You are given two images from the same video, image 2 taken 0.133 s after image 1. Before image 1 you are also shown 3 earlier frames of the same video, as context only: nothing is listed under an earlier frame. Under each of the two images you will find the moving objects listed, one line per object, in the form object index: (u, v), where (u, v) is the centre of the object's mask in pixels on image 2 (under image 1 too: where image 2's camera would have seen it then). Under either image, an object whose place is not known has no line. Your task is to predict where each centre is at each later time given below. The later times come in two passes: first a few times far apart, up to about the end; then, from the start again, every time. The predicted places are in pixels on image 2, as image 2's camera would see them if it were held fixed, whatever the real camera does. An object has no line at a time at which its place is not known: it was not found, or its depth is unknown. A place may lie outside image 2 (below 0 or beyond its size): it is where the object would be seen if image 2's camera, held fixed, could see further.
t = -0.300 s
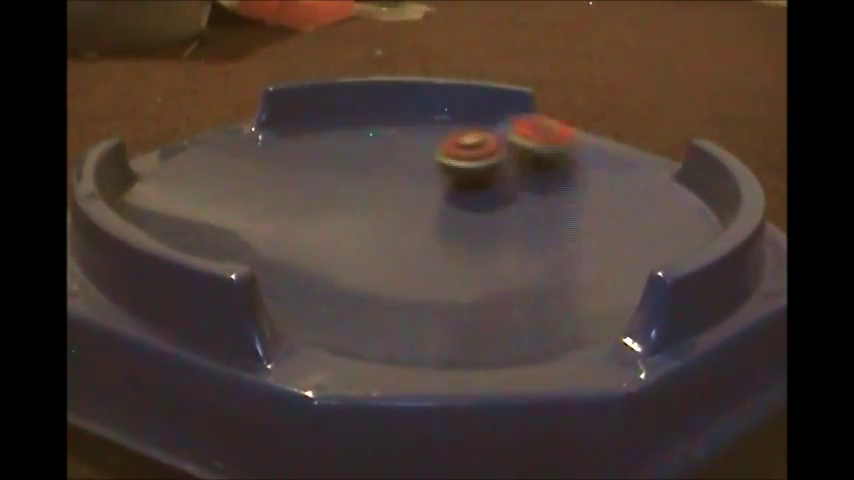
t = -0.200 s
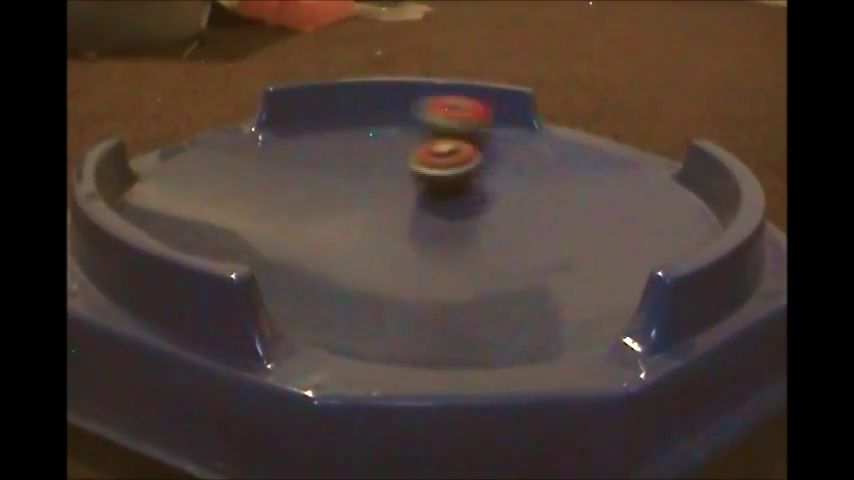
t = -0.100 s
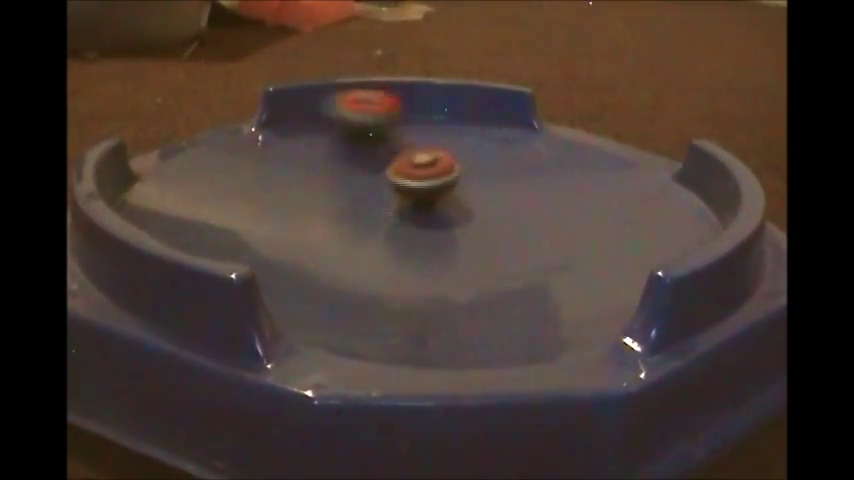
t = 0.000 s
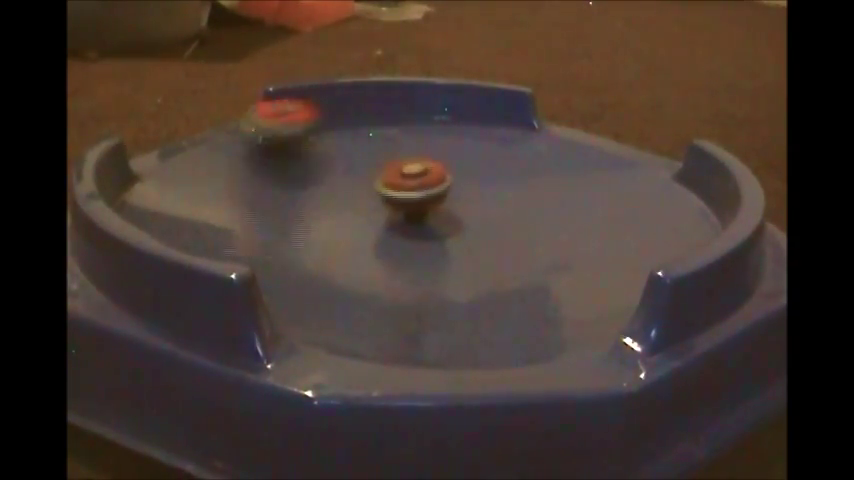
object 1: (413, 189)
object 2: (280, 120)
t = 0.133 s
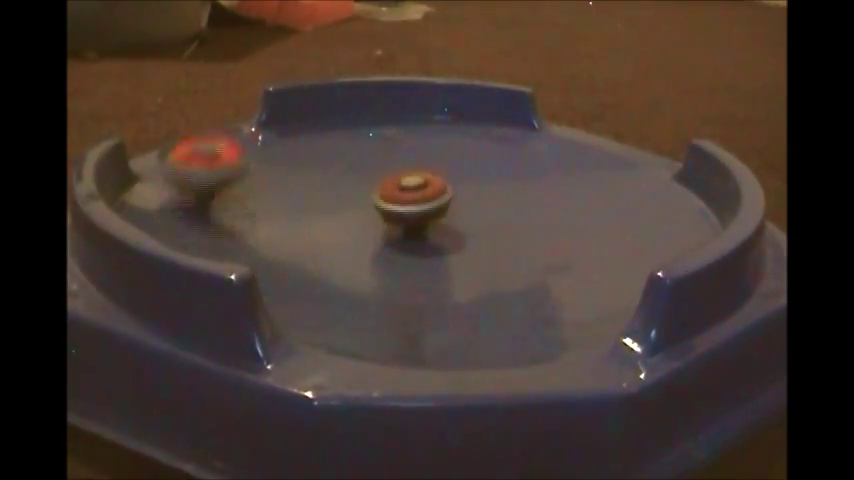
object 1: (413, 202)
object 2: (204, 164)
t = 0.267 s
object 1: (414, 216)
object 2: (237, 229)
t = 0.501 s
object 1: (422, 247)
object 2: (559, 270)
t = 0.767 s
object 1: (476, 268)
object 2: (629, 156)
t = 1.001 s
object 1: (529, 260)
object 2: (431, 124)
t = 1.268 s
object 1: (533, 242)
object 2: (245, 190)
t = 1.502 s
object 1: (492, 232)
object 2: (376, 283)
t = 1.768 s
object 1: (436, 229)
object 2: (674, 218)
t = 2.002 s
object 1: (396, 225)
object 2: (559, 150)
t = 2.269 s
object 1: (366, 221)
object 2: (319, 154)
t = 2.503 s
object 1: (355, 219)
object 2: (220, 221)
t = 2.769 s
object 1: (359, 211)
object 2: (626, 199)
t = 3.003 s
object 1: (412, 208)
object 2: (277, 149)
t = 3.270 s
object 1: (483, 206)
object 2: (569, 261)
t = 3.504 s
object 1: (506, 205)
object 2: (426, 129)
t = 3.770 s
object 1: (498, 216)
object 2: (393, 275)
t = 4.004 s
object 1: (472, 239)
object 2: (583, 148)
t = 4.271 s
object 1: (442, 253)
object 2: (262, 227)
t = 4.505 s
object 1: (414, 251)
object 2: (634, 217)
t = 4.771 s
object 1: (403, 237)
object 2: (279, 174)
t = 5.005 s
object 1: (420, 220)
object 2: (523, 273)
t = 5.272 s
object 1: (461, 208)
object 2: (390, 146)
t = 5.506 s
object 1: (493, 204)
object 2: (347, 262)
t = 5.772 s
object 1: (501, 208)
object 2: (542, 152)
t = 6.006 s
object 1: (488, 223)
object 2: (280, 213)
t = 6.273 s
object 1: (447, 242)
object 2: (621, 212)
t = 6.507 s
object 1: (419, 246)
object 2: (338, 169)
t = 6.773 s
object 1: (401, 240)
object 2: (516, 270)
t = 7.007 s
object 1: (414, 229)
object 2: (444, 156)
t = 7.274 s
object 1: (455, 221)
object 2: (354, 263)
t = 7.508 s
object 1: (494, 218)
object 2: (547, 168)
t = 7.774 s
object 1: (513, 217)
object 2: (306, 225)
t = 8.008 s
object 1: (499, 225)
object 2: (606, 216)
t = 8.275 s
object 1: (456, 237)
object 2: (317, 190)
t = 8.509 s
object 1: (417, 239)
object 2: (509, 270)
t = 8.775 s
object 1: (400, 233)
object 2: (400, 160)
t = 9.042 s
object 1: (424, 214)
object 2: (417, 269)
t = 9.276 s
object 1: (463, 220)
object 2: (519, 166)
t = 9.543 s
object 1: (505, 218)
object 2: (317, 232)
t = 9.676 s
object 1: (514, 210)
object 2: (509, 269)
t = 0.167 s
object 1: (413, 205)
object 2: (200, 179)
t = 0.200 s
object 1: (413, 208)
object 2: (201, 195)
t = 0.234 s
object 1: (414, 212)
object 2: (215, 211)
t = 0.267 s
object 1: (414, 216)
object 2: (237, 229)
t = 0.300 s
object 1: (415, 219)
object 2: (266, 244)
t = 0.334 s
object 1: (416, 223)
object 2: (299, 257)
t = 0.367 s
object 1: (418, 223)
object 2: (352, 272)
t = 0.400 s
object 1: (419, 223)
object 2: (406, 279)
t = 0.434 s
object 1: (417, 230)
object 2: (457, 284)
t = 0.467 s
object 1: (420, 241)
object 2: (511, 279)
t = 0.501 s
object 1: (422, 247)
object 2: (559, 270)
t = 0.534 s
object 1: (425, 253)
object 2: (595, 258)
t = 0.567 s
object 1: (428, 255)
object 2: (628, 239)
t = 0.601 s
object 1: (433, 258)
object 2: (652, 226)
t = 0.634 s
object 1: (438, 261)
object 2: (664, 206)
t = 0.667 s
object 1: (445, 263)
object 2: (668, 189)
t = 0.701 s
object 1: (453, 265)
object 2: (662, 178)
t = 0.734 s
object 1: (464, 267)
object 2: (646, 165)
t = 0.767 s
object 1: (476, 268)
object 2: (629, 156)
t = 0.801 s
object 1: (485, 267)
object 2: (606, 142)
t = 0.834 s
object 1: (493, 266)
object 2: (580, 133)
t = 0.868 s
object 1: (502, 266)
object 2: (553, 127)
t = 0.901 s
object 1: (510, 265)
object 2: (522, 124)
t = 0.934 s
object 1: (516, 263)
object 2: (493, 123)
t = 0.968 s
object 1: (523, 261)
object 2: (461, 123)
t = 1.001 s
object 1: (529, 260)
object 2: (431, 124)
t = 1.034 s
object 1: (533, 258)
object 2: (401, 127)
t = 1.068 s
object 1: (537, 257)
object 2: (370, 132)
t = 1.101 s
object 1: (539, 254)
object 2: (343, 138)
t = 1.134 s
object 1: (540, 252)
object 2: (318, 145)
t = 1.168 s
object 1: (540, 250)
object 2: (294, 154)
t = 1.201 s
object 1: (539, 247)
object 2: (273, 166)
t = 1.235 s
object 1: (536, 244)
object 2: (257, 177)
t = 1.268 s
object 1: (533, 242)
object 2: (245, 190)
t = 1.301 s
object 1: (529, 240)
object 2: (239, 202)
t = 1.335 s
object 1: (523, 238)
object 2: (240, 219)
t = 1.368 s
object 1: (518, 236)
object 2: (252, 231)
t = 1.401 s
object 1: (511, 235)
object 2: (268, 244)
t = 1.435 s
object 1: (505, 234)
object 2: (292, 260)
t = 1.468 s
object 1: (499, 234)
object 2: (329, 269)
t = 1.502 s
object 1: (492, 232)
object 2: (376, 283)
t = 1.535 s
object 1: (485, 227)
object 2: (429, 290)
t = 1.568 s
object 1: (478, 228)
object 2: (484, 299)
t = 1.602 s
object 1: (471, 231)
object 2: (534, 288)
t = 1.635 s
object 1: (464, 231)
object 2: (581, 276)
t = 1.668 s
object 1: (456, 230)
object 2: (613, 263)
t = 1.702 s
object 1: (450, 229)
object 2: (640, 246)
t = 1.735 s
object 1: (443, 229)
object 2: (661, 232)
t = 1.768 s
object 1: (436, 229)
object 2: (674, 218)
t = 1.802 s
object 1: (430, 228)
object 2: (674, 207)
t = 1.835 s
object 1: (424, 228)
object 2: (665, 192)
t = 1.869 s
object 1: (416, 227)
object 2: (652, 181)
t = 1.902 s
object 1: (411, 227)
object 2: (636, 172)
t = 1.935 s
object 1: (406, 227)
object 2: (613, 163)
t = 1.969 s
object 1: (400, 226)
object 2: (587, 155)
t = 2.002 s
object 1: (396, 225)
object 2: (559, 150)
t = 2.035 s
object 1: (392, 225)
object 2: (531, 148)
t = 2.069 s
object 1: (388, 224)
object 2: (499, 147)
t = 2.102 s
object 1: (384, 224)
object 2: (470, 146)
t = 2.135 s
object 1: (380, 224)
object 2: (438, 145)
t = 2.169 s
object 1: (376, 222)
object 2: (408, 146)
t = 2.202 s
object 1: (372, 222)
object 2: (377, 148)
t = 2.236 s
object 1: (369, 222)
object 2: (348, 148)
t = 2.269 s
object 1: (366, 221)
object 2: (319, 154)
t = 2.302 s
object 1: (364, 221)
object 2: (294, 159)
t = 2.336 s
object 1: (362, 220)
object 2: (271, 167)
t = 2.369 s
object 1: (360, 220)
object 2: (249, 180)
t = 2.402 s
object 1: (359, 220)
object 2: (233, 188)
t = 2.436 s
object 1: (358, 218)
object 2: (221, 199)
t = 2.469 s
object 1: (356, 219)
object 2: (218, 208)
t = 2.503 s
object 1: (355, 219)
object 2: (220, 221)
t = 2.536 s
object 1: (354, 218)
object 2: (230, 232)
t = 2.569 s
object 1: (353, 216)
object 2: (281, 259)
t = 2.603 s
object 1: (351, 213)
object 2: (362, 285)
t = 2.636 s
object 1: (350, 214)
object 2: (467, 295)
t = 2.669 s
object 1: (352, 213)
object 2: (564, 283)
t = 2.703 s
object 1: (353, 212)
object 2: (614, 256)
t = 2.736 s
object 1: (356, 211)
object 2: (639, 224)
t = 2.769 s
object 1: (359, 211)
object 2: (626, 199)
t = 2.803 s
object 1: (364, 209)
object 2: (595, 177)
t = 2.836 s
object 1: (370, 209)
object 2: (554, 158)
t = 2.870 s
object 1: (378, 209)
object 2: (500, 147)
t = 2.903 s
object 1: (385, 209)
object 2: (443, 142)
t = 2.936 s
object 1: (393, 209)
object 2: (385, 137)
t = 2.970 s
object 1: (403, 208)
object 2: (327, 139)
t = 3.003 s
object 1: (412, 208)
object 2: (277, 149)
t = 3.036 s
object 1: (421, 207)
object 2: (234, 166)
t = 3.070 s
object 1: (430, 206)
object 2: (210, 185)
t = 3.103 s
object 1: (440, 206)
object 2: (211, 214)
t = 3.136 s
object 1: (449, 206)
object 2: (246, 237)
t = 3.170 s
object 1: (458, 206)
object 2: (308, 266)
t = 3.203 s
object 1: (467, 206)
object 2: (406, 285)
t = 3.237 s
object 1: (474, 205)
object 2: (499, 287)
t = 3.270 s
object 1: (483, 206)
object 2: (569, 261)
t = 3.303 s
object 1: (489, 206)
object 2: (612, 236)
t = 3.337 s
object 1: (493, 206)
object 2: (621, 209)
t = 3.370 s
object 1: (497, 205)
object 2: (607, 181)
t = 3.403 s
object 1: (499, 206)
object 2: (576, 156)
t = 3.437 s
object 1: (504, 206)
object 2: (533, 145)
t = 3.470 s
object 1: (504, 205)
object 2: (481, 133)
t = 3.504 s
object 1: (506, 205)
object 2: (426, 129)
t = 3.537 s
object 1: (506, 205)
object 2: (374, 132)
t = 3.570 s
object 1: (507, 206)
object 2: (324, 141)
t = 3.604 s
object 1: (507, 206)
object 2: (281, 159)
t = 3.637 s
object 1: (506, 207)
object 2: (252, 182)
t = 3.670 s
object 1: (504, 210)
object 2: (245, 206)
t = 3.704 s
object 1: (502, 211)
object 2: (268, 235)
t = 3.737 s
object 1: (501, 213)
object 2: (313, 257)
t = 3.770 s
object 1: (498, 216)
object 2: (393, 275)
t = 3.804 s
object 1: (496, 214)
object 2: (481, 280)
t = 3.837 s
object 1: (492, 221)
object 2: (561, 266)
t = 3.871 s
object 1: (489, 225)
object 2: (620, 241)
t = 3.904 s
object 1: (485, 229)
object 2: (646, 214)
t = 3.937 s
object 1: (481, 232)
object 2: (643, 186)
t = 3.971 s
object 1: (476, 236)
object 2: (619, 166)
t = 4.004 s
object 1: (472, 239)
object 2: (583, 148)
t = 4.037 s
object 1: (468, 242)
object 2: (534, 142)
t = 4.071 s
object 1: (463, 244)
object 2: (480, 140)
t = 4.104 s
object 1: (460, 247)
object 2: (425, 142)
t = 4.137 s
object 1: (456, 248)
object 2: (372, 149)
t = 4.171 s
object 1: (452, 250)
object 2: (324, 164)
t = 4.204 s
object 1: (449, 251)
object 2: (284, 183)
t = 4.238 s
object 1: (445, 252)
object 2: (262, 204)
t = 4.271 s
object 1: (442, 253)
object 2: (262, 227)
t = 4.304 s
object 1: (438, 253)
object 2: (287, 249)
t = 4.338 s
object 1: (435, 252)
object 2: (346, 274)
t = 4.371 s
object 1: (429, 238)
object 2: (428, 293)
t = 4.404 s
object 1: (424, 252)
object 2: (514, 290)
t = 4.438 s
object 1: (421, 252)
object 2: (584, 272)
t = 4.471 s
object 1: (417, 252)
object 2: (626, 241)
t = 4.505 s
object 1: (414, 251)
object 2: (634, 217)
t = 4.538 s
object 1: (411, 250)
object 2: (616, 193)
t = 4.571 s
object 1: (408, 248)
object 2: (582, 177)
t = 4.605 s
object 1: (407, 248)
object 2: (538, 165)
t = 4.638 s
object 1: (405, 245)
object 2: (486, 156)
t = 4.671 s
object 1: (404, 243)
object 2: (430, 154)
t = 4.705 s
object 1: (403, 241)
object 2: (377, 154)
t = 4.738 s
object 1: (403, 239)
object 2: (325, 162)
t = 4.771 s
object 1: (403, 237)
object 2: (279, 174)
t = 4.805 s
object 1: (404, 235)
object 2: (248, 191)
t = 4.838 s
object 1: (406, 232)
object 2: (235, 210)
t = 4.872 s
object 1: (408, 229)
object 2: (251, 232)
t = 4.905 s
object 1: (411, 227)
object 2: (290, 254)
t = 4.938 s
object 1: (414, 221)
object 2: (360, 274)
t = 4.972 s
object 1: (416, 219)
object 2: (445, 281)
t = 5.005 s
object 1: (420, 220)
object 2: (523, 273)
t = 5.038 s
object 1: (424, 218)
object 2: (574, 255)
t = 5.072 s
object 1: (428, 216)
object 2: (597, 227)
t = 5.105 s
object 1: (434, 214)
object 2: (592, 203)
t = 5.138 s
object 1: (439, 213)
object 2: (569, 180)
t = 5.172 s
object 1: (444, 211)
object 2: (532, 164)
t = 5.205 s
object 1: (450, 210)
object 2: (490, 154)
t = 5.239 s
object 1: (454, 209)
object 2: (440, 148)
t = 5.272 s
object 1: (461, 208)
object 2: (390, 146)
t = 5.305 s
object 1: (467, 208)
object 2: (343, 145)
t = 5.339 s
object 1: (472, 207)
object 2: (301, 155)
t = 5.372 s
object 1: (478, 206)
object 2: (266, 175)
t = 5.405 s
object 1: (482, 205)
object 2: (251, 195)
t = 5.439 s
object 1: (487, 205)
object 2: (257, 221)
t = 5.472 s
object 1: (491, 205)
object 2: (291, 245)
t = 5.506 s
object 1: (493, 204)
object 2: (347, 262)
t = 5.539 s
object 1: (496, 204)
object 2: (426, 274)
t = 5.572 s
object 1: (498, 202)
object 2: (507, 269)
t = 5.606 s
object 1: (499, 203)
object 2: (565, 253)
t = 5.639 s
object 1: (501, 204)
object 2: (604, 233)
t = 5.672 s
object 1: (501, 205)
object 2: (614, 206)
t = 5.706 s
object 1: (501, 205)
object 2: (605, 185)
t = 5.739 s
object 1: (501, 206)
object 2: (580, 165)
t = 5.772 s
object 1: (501, 208)
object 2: (542, 152)
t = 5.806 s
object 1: (499, 210)
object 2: (499, 148)
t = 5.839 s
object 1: (497, 212)
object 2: (449, 147)
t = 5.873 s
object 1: (496, 214)
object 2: (401, 147)
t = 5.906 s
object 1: (495, 215)
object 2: (355, 157)
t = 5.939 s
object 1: (493, 217)
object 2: (317, 170)
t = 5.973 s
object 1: (490, 220)
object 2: (290, 191)
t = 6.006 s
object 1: (488, 223)
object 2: (280, 213)
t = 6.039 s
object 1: (484, 225)
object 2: (293, 236)
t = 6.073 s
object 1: (479, 228)
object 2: (326, 257)
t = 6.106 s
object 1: (475, 230)
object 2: (385, 274)
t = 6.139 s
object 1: (470, 225)
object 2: (466, 287)
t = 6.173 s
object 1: (462, 234)
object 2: (534, 271)
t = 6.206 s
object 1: (458, 238)
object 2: (590, 258)
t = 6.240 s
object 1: (452, 240)
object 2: (620, 235)
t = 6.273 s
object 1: (447, 242)
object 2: (621, 212)
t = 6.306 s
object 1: (443, 243)
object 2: (604, 192)
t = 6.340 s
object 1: (438, 244)
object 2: (572, 176)
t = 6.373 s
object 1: (434, 244)
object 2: (530, 166)
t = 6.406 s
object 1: (431, 245)
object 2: (484, 162)
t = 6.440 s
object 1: (427, 246)
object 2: (431, 159)
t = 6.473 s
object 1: (422, 246)
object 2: (383, 162)
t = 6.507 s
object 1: (419, 246)
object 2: (338, 169)
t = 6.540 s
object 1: (416, 247)
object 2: (298, 186)
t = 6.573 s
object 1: (413, 246)
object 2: (273, 199)
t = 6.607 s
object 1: (410, 246)
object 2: (261, 221)
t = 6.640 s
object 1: (407, 245)
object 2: (276, 240)
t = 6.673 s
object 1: (406, 245)
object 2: (309, 260)
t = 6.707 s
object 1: (408, 231)
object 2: (378, 275)
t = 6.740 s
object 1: (397, 233)
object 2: (444, 276)
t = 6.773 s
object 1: (401, 240)
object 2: (516, 270)
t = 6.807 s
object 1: (402, 239)
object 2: (563, 257)
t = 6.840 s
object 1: (402, 238)
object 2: (586, 235)
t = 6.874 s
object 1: (403, 236)
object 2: (582, 212)
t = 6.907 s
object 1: (405, 234)
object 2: (561, 192)
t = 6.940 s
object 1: (407, 232)
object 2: (529, 175)
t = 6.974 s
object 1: (410, 231)
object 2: (489, 164)
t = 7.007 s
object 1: (414, 229)
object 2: (444, 156)
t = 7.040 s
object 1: (417, 227)
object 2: (398, 154)
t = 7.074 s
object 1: (421, 226)
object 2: (351, 156)
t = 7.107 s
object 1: (428, 225)
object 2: (310, 166)
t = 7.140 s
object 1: (432, 224)
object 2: (279, 181)
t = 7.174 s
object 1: (438, 223)
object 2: (264, 199)
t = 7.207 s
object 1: (443, 222)
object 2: (271, 222)
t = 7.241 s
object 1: (449, 221)
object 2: (303, 247)
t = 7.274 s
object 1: (455, 221)
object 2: (354, 263)
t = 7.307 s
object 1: (462, 214)
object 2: (422, 267)
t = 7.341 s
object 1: (465, 211)
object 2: (488, 267)
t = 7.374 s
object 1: (472, 219)
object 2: (545, 251)
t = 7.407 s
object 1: (478, 219)
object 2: (577, 229)
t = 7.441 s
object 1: (484, 218)
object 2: (584, 207)
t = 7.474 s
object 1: (489, 218)
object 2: (573, 187)
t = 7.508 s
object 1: (494, 218)
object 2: (547, 168)
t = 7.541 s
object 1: (498, 217)
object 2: (513, 157)
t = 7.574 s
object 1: (500, 217)
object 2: (470, 152)
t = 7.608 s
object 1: (504, 217)
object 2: (425, 155)
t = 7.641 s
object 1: (506, 217)
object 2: (381, 158)
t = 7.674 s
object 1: (509, 216)
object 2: (343, 169)
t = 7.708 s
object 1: (511, 216)
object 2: (313, 185)
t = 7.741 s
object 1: (512, 217)
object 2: (301, 204)
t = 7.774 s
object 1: (513, 217)
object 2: (306, 225)
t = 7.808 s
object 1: (513, 217)
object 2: (328, 246)
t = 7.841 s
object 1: (512, 218)
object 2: (372, 261)
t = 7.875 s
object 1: (511, 219)
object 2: (433, 270)
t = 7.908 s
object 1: (508, 213)
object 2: (505, 267)
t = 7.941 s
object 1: (503, 216)
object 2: (559, 256)
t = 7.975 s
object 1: (502, 224)
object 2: (597, 238)
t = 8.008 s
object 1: (499, 225)
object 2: (606, 216)
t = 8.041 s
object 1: (495, 227)
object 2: (595, 198)
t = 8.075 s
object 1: (490, 229)
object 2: (567, 182)
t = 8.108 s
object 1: (485, 230)
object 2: (530, 174)
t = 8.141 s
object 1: (480, 232)
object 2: (487, 169)
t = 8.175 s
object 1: (474, 233)
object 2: (439, 166)
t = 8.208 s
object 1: (468, 234)
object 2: (393, 170)
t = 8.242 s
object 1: (462, 235)
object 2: (353, 177)
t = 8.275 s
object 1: (456, 237)
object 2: (317, 190)
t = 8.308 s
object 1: (450, 238)
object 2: (294, 203)
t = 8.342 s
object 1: (444, 238)
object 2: (283, 221)
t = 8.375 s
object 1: (438, 238)
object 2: (293, 241)
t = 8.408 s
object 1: (432, 239)
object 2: (324, 255)
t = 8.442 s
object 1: (431, 230)
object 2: (389, 272)
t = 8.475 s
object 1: (420, 229)
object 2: (447, 276)
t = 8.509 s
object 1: (417, 239)
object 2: (509, 270)
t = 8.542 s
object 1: (414, 239)
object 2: (552, 254)
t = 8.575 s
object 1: (410, 238)
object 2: (575, 236)
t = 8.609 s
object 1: (407, 238)
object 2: (571, 211)
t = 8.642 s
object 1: (405, 237)
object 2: (553, 193)
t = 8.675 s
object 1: (403, 236)
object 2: (523, 181)
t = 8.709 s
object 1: (401, 236)
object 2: (486, 171)
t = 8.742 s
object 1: (401, 234)
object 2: (444, 161)
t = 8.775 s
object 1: (400, 233)
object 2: (400, 160)
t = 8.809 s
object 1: (401, 231)
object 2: (357, 163)
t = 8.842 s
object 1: (402, 230)
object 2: (319, 172)
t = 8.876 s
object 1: (405, 229)
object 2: (291, 184)
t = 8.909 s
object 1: (408, 228)
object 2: (275, 204)
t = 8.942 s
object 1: (411, 226)
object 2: (280, 221)
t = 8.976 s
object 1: (415, 225)
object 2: (307, 243)
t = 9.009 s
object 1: (421, 222)
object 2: (352, 260)
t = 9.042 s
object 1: (424, 214)
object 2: (417, 269)
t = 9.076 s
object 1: (427, 216)
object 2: (472, 265)
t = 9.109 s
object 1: (434, 221)
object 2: (530, 254)
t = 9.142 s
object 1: (440, 221)
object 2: (564, 236)
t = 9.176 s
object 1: (445, 220)
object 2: (576, 215)
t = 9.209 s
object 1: (451, 220)
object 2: (569, 194)
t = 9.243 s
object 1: (457, 220)
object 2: (549, 175)
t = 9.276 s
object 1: (463, 220)
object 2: (519, 166)
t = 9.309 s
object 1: (471, 220)
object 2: (482, 159)
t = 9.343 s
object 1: (476, 219)
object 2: (440, 157)
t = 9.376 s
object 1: (482, 219)
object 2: (397, 158)
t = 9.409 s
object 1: (487, 218)
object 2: (360, 166)
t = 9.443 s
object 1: (493, 218)
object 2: (330, 178)
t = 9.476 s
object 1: (497, 218)
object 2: (311, 196)
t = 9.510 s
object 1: (502, 218)
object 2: (307, 214)
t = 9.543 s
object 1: (505, 218)
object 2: (317, 232)
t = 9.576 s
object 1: (508, 218)
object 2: (341, 251)
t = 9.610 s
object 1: (511, 218)
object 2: (387, 266)
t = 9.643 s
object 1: (512, 216)
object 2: (446, 271)
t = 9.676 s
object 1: (514, 210)
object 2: (509, 269)
